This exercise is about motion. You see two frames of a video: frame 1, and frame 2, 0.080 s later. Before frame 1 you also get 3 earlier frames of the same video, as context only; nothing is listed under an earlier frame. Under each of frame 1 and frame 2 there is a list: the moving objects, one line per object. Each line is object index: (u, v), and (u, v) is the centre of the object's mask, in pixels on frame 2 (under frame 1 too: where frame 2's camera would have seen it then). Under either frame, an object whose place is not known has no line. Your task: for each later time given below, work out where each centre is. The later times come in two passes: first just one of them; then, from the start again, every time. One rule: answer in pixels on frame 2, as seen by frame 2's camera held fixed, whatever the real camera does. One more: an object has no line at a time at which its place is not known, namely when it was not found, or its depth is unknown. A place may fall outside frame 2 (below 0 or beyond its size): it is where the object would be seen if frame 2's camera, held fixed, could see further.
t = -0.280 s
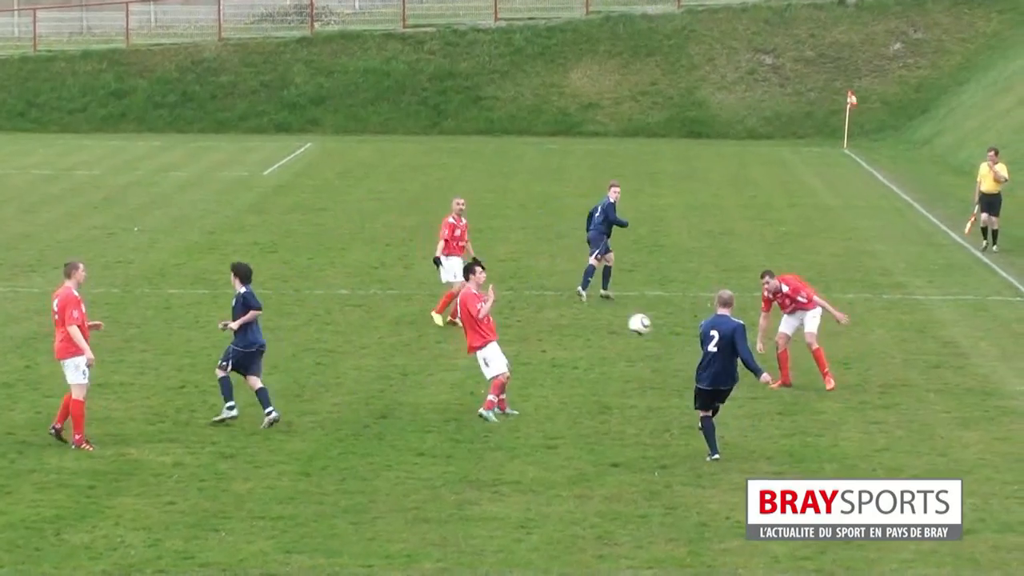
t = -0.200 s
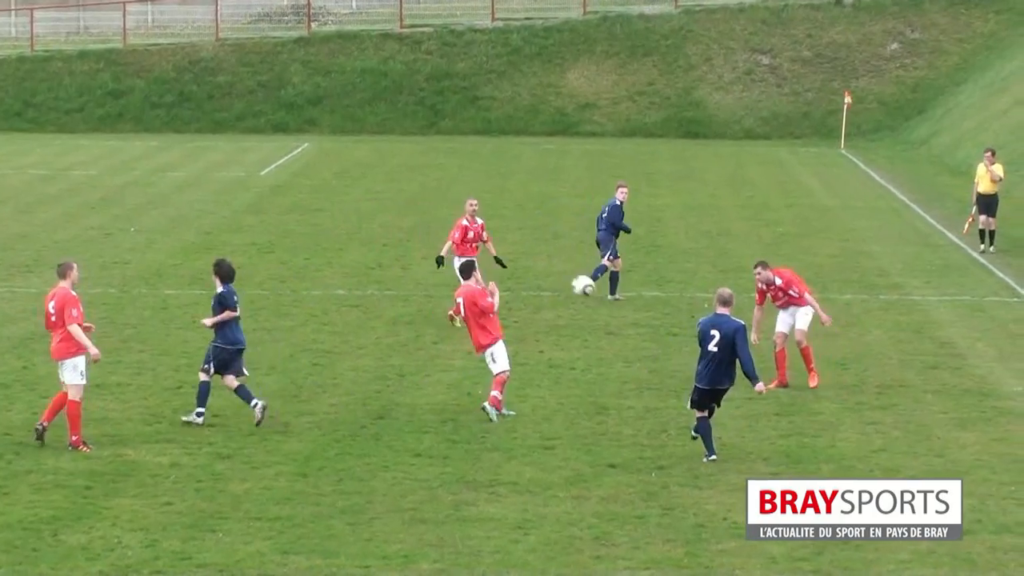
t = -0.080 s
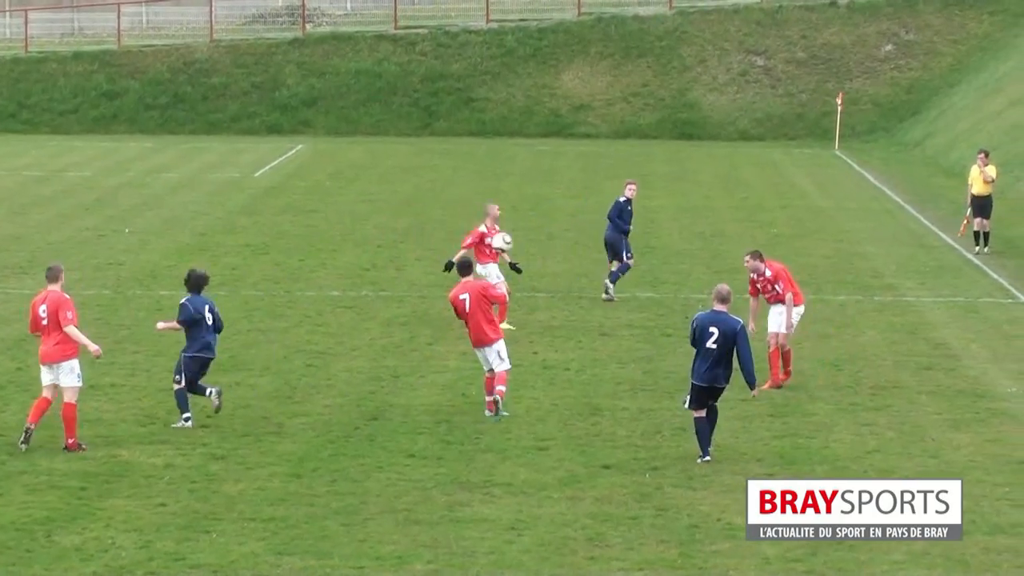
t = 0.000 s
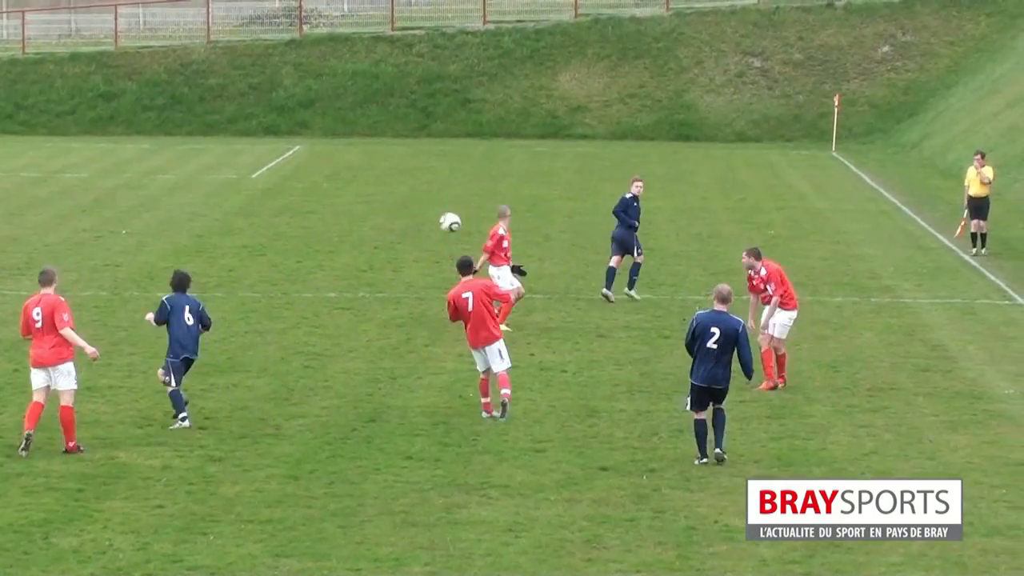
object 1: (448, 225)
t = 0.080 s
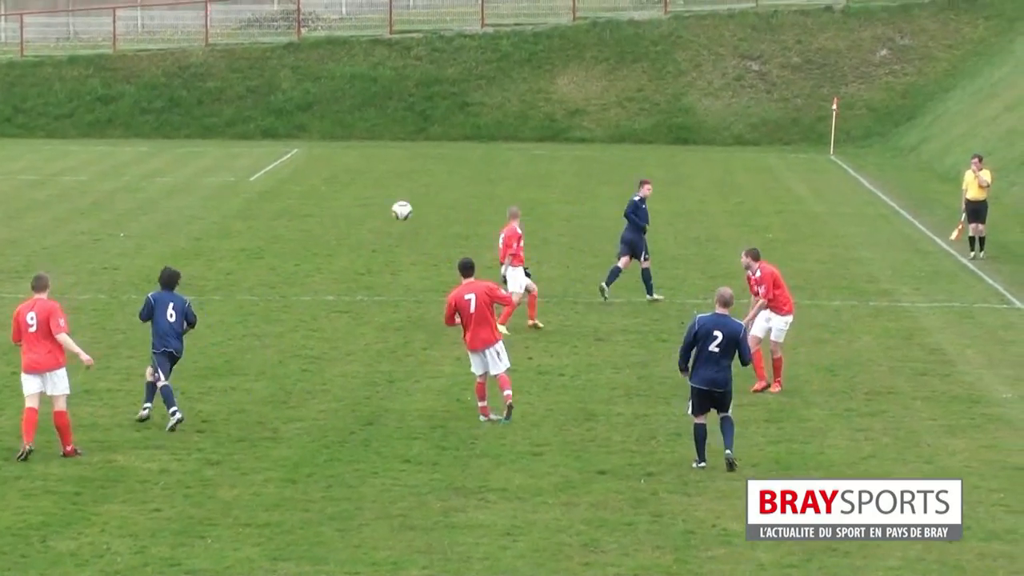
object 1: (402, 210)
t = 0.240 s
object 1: (316, 202)
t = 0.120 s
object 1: (378, 204)
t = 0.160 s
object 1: (355, 202)
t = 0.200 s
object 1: (334, 199)
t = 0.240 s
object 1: (316, 202)
